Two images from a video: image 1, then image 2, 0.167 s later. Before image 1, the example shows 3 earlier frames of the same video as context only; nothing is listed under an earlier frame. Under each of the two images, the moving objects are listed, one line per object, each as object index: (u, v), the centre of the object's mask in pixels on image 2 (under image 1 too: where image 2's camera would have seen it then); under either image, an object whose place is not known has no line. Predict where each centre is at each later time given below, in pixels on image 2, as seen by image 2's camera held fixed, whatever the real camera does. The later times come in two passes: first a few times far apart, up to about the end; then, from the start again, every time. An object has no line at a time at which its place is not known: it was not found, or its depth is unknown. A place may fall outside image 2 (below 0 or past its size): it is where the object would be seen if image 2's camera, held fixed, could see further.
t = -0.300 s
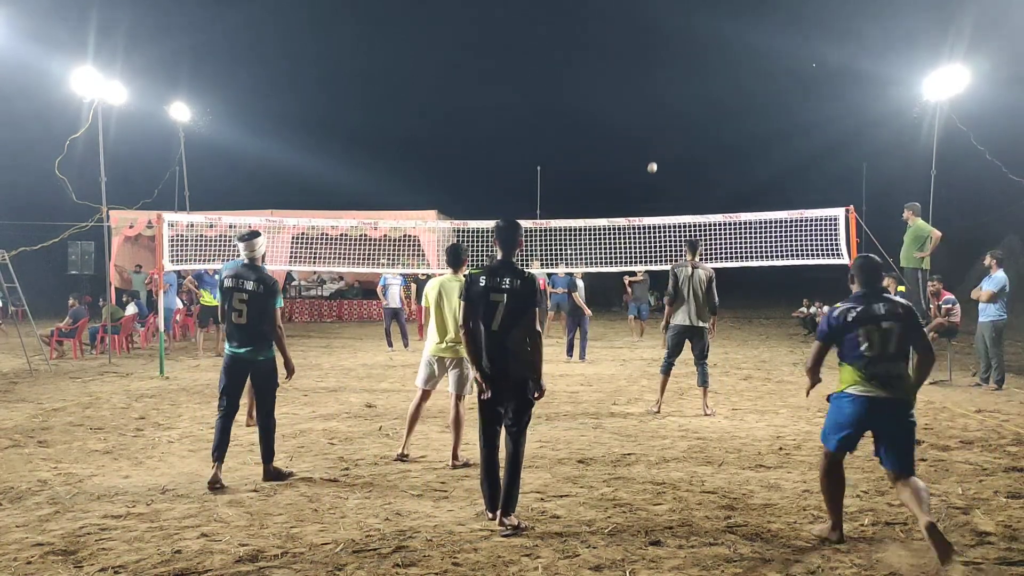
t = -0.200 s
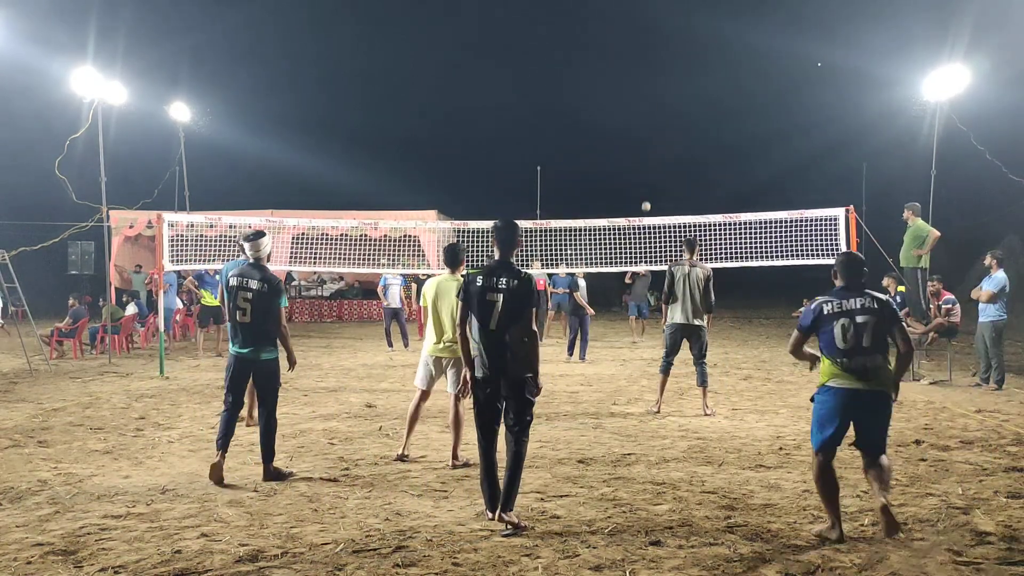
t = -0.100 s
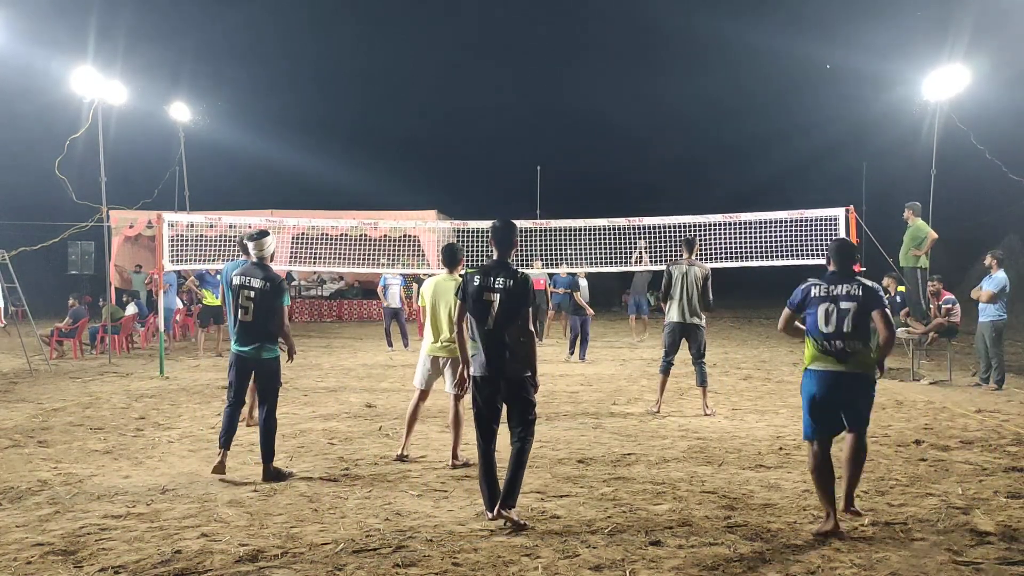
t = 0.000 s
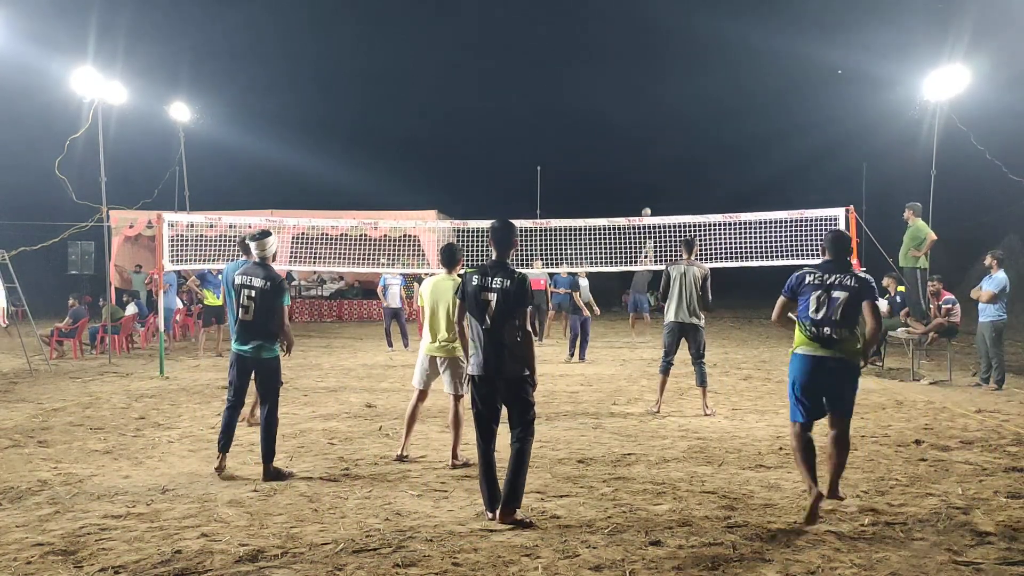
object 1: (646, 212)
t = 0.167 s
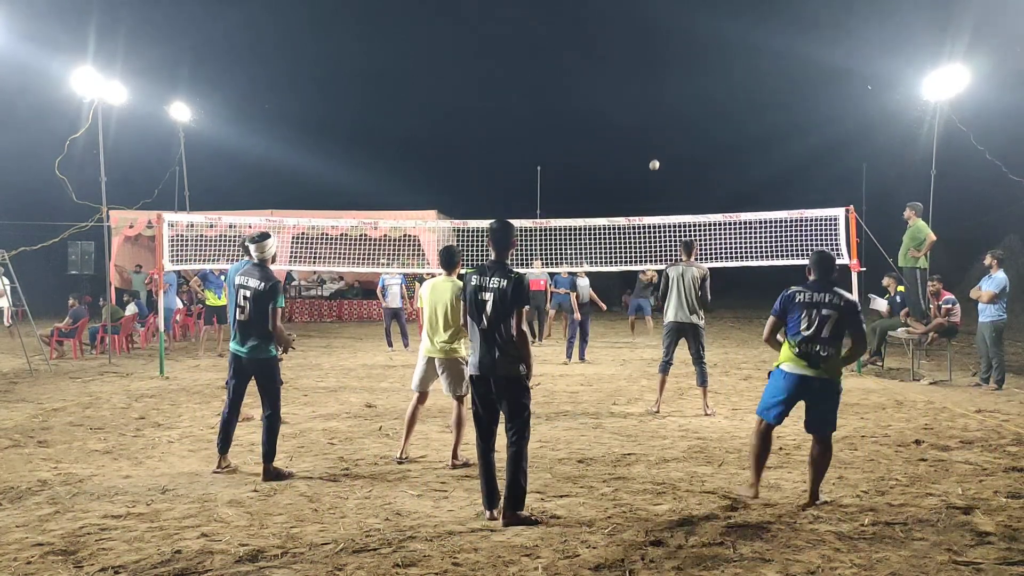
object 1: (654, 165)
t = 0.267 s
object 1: (659, 141)
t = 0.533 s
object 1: (674, 99)
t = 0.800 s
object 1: (691, 101)
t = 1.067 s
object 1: (713, 181)
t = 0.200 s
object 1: (656, 157)
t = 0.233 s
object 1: (657, 149)
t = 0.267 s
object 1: (659, 141)
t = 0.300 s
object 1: (661, 134)
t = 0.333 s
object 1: (663, 127)
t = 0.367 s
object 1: (664, 121)
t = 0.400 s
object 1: (666, 115)
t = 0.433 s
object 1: (668, 110)
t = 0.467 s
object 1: (670, 106)
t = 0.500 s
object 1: (672, 102)
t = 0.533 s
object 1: (674, 99)
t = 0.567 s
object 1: (676, 96)
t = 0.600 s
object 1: (678, 94)
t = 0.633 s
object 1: (680, 93)
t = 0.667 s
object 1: (682, 93)
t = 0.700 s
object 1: (684, 93)
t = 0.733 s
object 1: (686, 94)
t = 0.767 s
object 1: (689, 97)
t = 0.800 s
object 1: (691, 101)
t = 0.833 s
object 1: (693, 106)
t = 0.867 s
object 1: (696, 112)
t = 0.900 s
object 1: (699, 119)
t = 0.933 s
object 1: (701, 128)
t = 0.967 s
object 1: (704, 139)
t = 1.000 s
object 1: (707, 151)
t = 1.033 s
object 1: (710, 165)
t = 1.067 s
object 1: (713, 181)
